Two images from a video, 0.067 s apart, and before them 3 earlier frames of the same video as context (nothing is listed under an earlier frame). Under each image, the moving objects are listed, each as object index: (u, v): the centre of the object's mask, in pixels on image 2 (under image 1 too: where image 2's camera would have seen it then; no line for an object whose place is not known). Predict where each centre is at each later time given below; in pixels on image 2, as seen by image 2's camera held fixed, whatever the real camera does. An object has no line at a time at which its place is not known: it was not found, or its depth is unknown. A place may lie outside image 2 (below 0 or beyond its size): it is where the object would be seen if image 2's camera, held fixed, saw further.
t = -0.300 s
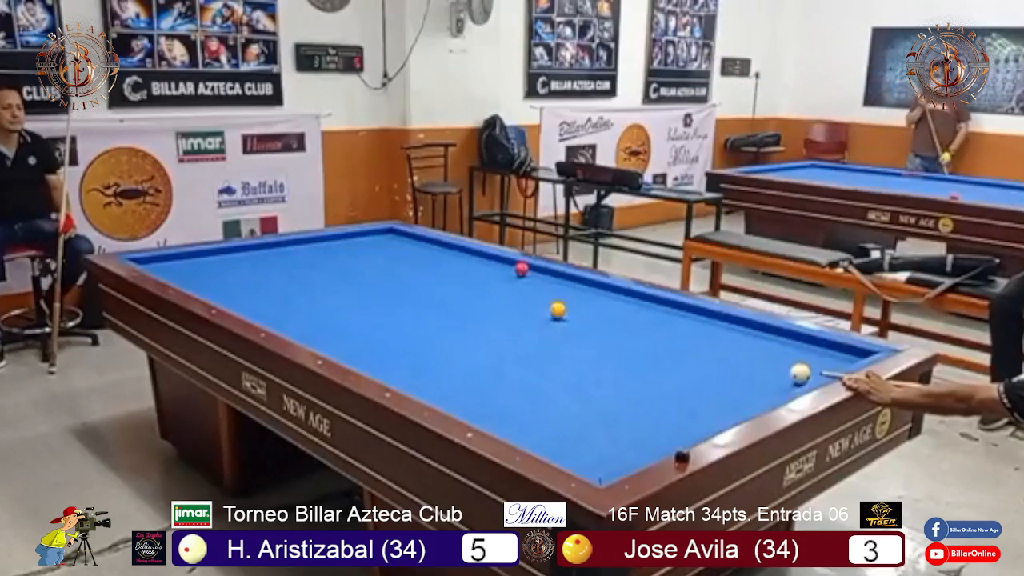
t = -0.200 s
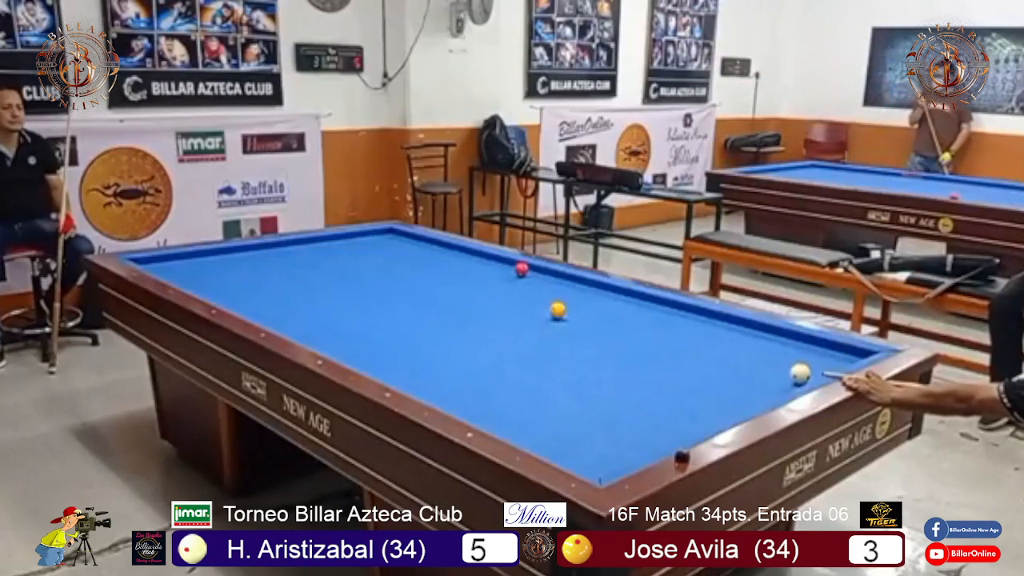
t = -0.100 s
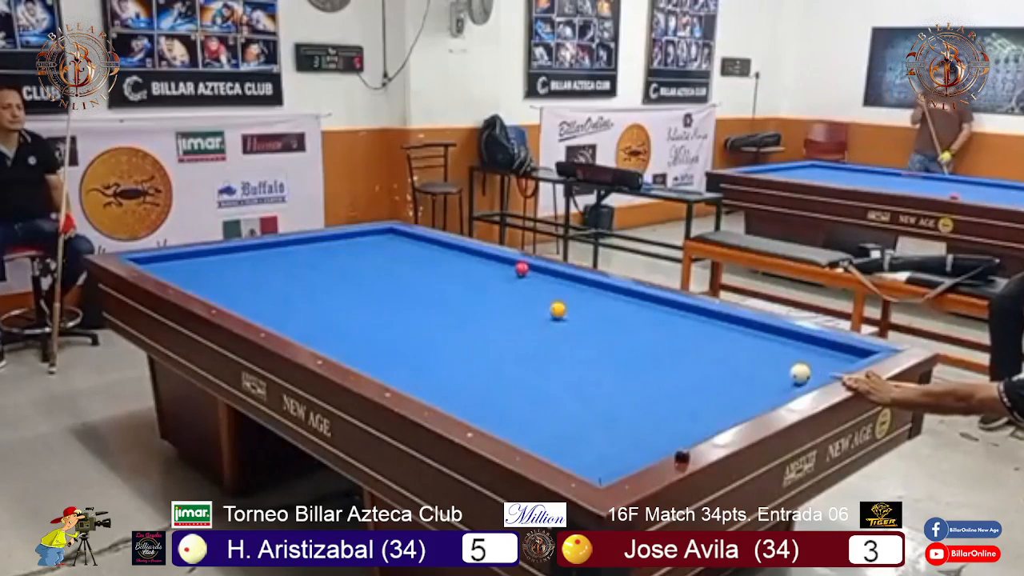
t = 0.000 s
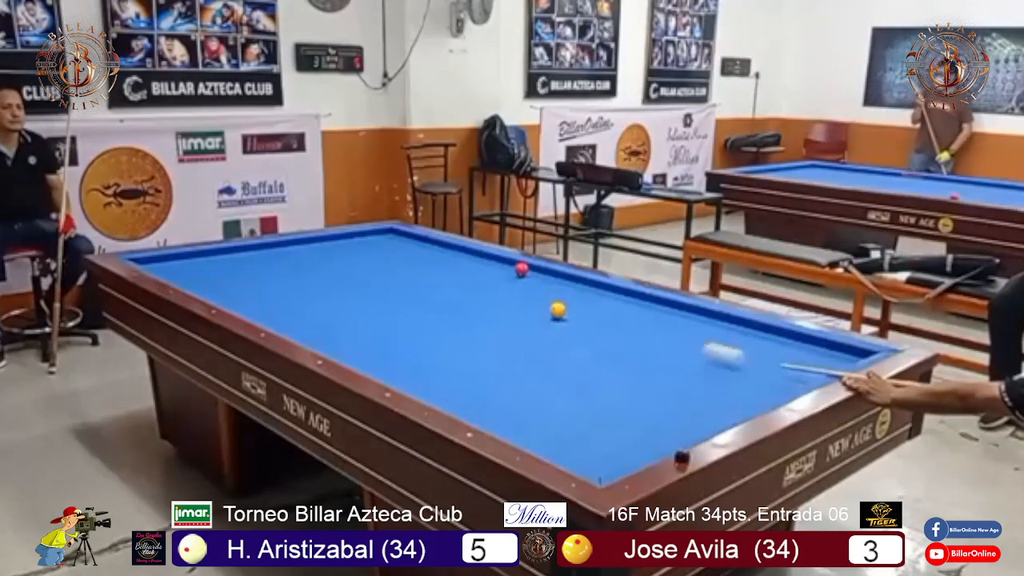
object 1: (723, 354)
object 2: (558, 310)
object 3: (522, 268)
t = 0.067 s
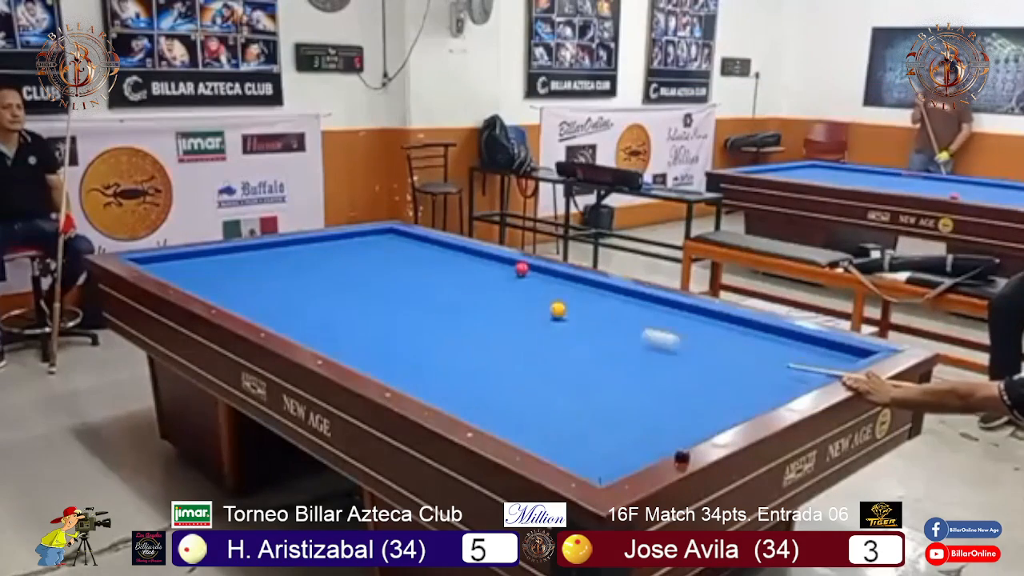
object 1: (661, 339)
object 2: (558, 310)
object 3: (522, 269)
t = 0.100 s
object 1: (633, 332)
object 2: (558, 310)
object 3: (521, 269)
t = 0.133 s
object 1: (606, 326)
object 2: (558, 310)
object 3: (521, 269)
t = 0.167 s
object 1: (582, 320)
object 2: (558, 309)
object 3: (521, 269)
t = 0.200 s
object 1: (558, 315)
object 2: (558, 304)
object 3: (521, 269)
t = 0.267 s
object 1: (519, 315)
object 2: (550, 299)
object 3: (521, 269)
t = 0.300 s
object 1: (499, 314)
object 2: (547, 294)
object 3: (521, 269)
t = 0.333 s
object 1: (479, 314)
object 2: (544, 290)
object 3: (522, 269)
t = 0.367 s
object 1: (460, 313)
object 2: (541, 286)
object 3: (521, 269)
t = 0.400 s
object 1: (440, 312)
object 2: (539, 282)
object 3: (521, 269)
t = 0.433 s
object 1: (420, 312)
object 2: (536, 279)
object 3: (521, 269)
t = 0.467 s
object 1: (400, 311)
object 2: (533, 275)
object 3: (521, 269)
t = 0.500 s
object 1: (381, 309)
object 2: (531, 272)
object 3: (520, 269)
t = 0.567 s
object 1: (343, 306)
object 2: (538, 269)
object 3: (511, 266)
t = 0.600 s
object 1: (324, 305)
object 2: (542, 269)
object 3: (505, 264)
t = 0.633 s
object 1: (305, 303)
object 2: (540, 268)
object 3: (499, 263)
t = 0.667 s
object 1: (287, 302)
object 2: (536, 269)
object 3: (494, 261)
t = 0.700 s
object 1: (268, 300)
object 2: (531, 269)
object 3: (489, 260)
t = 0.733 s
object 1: (250, 299)
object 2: (527, 270)
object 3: (485, 259)
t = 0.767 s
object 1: (232, 297)
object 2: (523, 270)
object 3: (481, 258)
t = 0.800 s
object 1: (216, 293)
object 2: (519, 270)
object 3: (477, 257)
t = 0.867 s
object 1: (217, 287)
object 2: (512, 271)
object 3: (469, 254)
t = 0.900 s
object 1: (217, 282)
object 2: (507, 271)
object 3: (465, 253)
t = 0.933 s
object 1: (218, 279)
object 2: (503, 271)
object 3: (461, 252)
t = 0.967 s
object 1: (218, 275)
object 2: (500, 271)
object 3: (457, 251)
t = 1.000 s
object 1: (218, 271)
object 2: (496, 271)
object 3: (454, 250)
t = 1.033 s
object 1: (217, 268)
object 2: (492, 271)
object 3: (450, 249)
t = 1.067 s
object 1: (216, 264)
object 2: (488, 272)
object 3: (446, 248)
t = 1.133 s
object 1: (214, 258)
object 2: (480, 272)
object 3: (439, 246)
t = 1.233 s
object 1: (212, 252)
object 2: (472, 273)
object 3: (431, 244)
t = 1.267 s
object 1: (216, 250)
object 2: (469, 273)
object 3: (428, 243)
